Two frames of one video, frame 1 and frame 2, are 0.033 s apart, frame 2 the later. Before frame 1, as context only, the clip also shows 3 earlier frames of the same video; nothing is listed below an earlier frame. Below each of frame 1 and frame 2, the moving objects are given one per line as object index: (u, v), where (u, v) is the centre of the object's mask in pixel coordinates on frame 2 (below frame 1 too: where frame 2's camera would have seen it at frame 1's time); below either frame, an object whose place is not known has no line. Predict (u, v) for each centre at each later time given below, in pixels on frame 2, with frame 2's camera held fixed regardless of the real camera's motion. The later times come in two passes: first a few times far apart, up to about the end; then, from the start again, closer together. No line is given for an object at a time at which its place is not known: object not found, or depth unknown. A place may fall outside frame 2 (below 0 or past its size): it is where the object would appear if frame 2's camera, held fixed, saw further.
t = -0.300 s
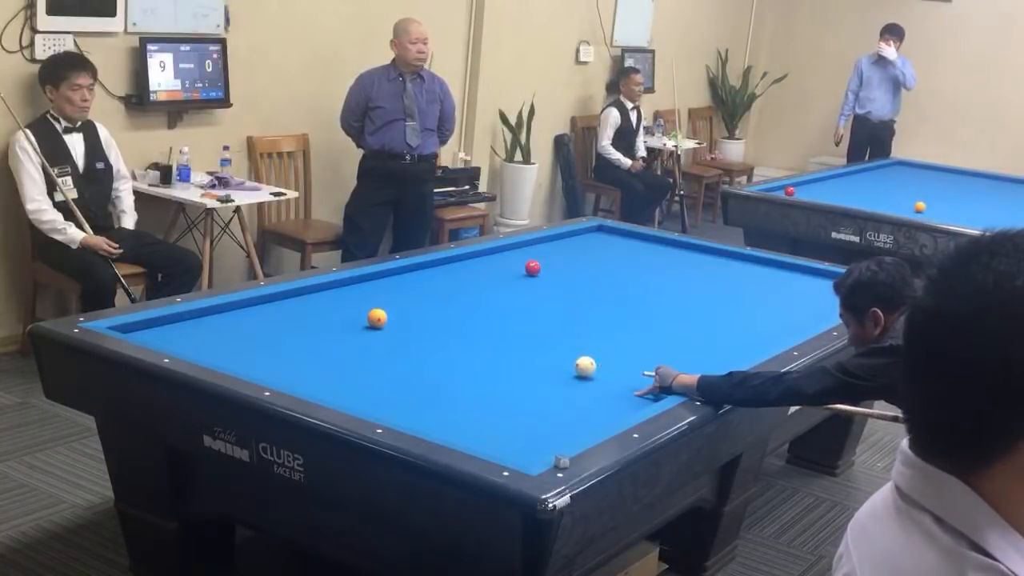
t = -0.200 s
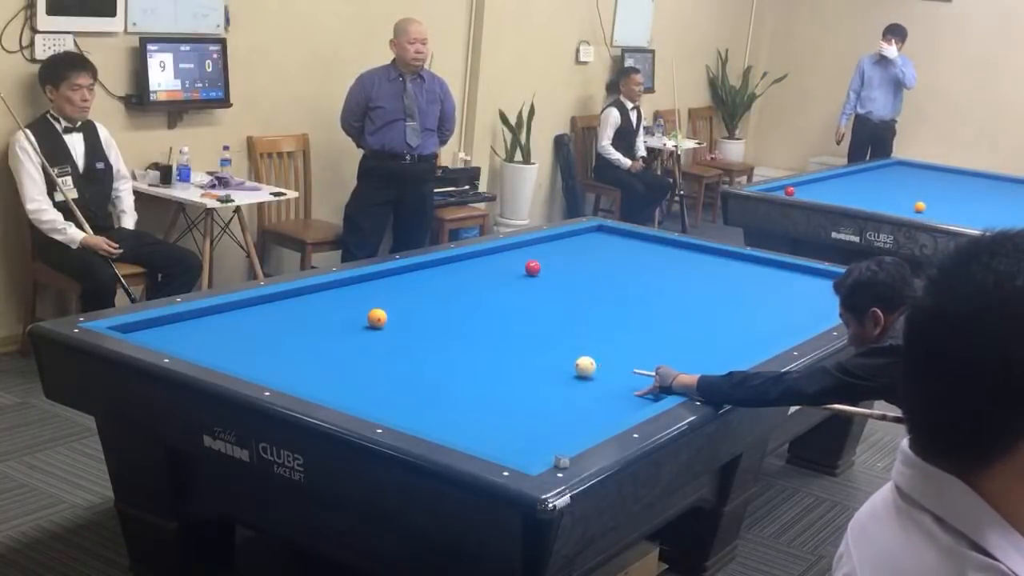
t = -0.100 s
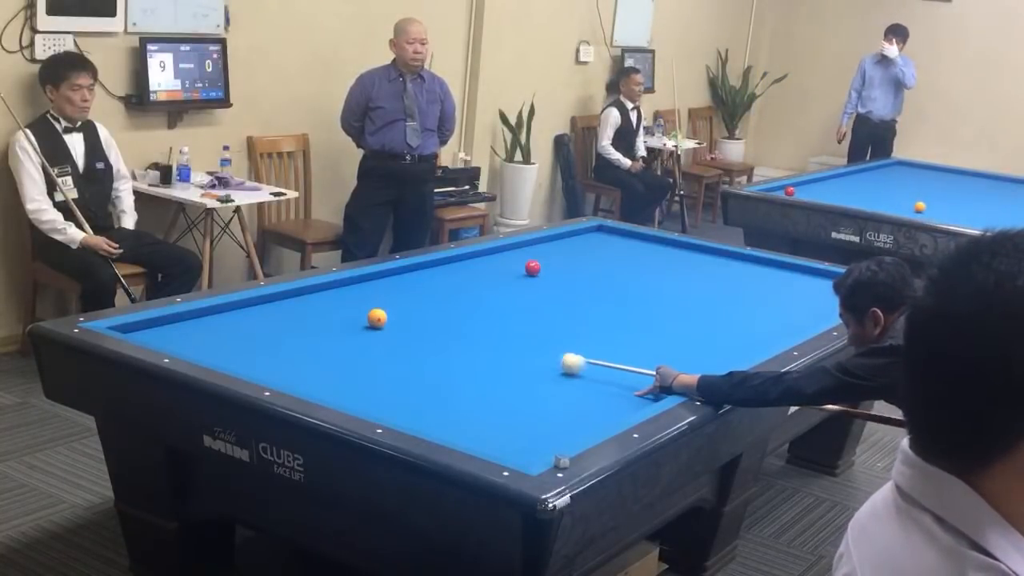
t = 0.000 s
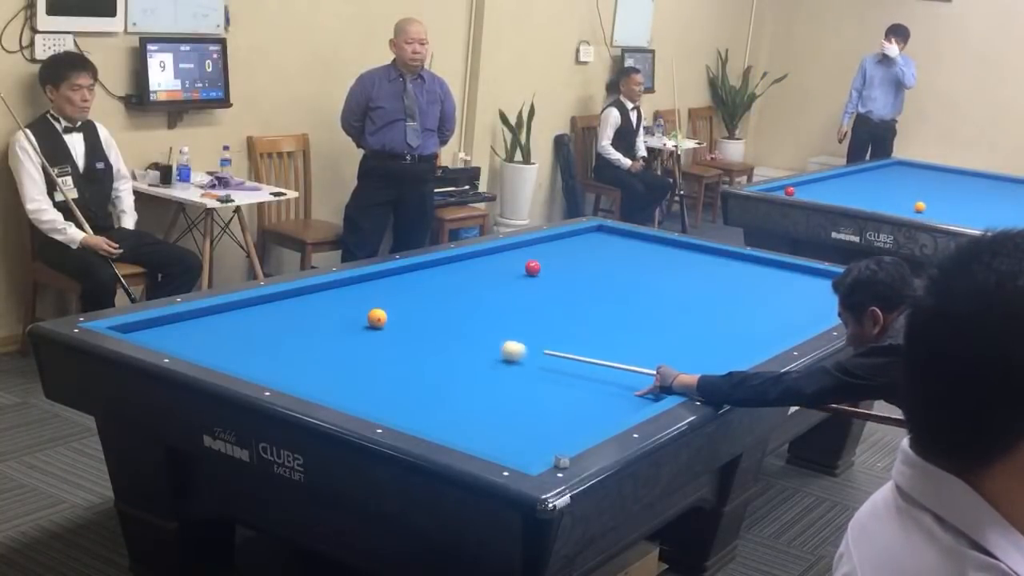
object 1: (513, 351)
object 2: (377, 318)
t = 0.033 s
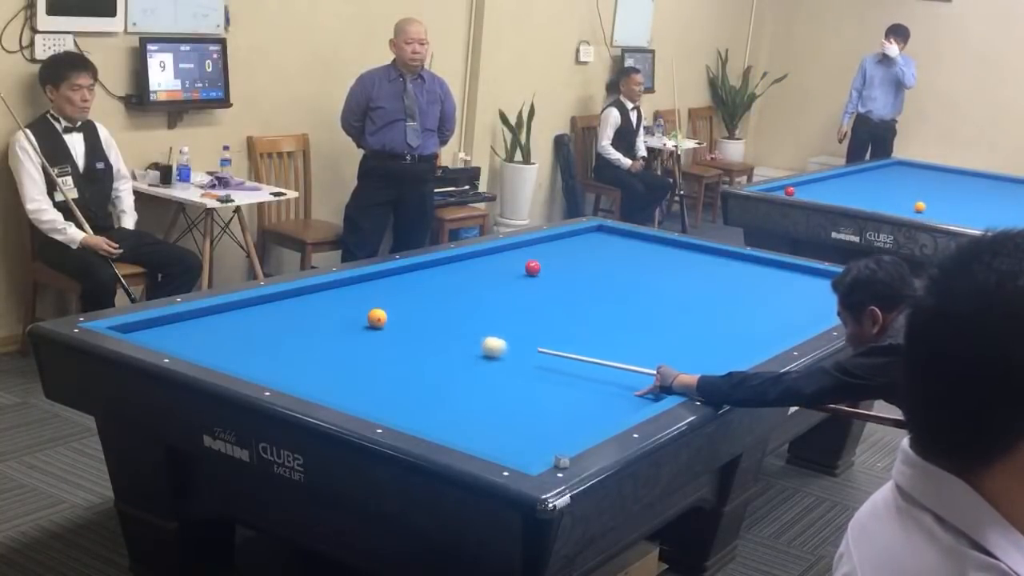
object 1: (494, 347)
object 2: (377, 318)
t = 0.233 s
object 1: (383, 324)
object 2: (374, 315)
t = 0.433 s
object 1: (294, 320)
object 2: (359, 301)
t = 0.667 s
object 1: (194, 315)
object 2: (343, 286)
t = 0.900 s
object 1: (203, 334)
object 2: (366, 285)
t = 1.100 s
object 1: (206, 350)
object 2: (395, 287)
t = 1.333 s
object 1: (243, 360)
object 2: (427, 290)
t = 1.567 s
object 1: (299, 369)
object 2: (458, 292)
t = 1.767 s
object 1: (347, 374)
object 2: (485, 294)
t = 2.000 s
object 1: (401, 380)
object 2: (514, 296)
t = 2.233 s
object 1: (454, 386)
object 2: (543, 299)
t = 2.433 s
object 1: (500, 391)
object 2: (567, 301)
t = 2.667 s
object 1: (551, 397)
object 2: (594, 303)
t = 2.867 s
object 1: (595, 402)
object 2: (617, 305)
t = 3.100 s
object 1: (632, 403)
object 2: (643, 307)
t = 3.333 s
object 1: (621, 393)
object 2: (668, 309)
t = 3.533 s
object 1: (612, 383)
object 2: (690, 311)
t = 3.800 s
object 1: (601, 371)
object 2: (717, 313)
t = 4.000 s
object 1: (594, 363)
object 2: (737, 315)
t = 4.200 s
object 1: (587, 355)
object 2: (756, 316)
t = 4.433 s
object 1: (579, 347)
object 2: (778, 318)
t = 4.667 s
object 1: (572, 339)
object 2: (799, 320)
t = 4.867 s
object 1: (566, 333)
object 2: (816, 319)
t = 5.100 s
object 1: (559, 326)
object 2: (811, 318)
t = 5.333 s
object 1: (554, 320)
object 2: (805, 315)
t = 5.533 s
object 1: (549, 315)
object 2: (800, 313)
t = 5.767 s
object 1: (543, 310)
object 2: (795, 310)
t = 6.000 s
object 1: (539, 304)
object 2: (791, 307)
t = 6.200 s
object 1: (535, 300)
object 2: (787, 306)
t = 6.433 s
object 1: (531, 296)
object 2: (783, 304)
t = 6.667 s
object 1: (527, 291)
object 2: (779, 302)
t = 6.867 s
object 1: (524, 288)
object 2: (776, 300)
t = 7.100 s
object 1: (520, 284)
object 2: (773, 298)
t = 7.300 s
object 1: (517, 281)
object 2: (771, 297)
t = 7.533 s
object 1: (514, 277)
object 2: (768, 296)
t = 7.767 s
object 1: (511, 274)
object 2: (766, 295)
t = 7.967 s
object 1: (509, 272)
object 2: (764, 294)
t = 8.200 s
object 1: (506, 269)
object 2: (762, 293)
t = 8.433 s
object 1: (504, 266)
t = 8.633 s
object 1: (502, 264)
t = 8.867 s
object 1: (499, 262)
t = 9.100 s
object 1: (497, 260)
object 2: (758, 292)
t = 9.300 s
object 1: (495, 259)
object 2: (758, 292)
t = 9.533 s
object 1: (494, 257)
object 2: (758, 292)
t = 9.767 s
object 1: (492, 255)
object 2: (757, 292)
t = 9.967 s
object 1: (491, 254)
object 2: (757, 292)
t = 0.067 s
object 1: (474, 343)
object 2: (377, 318)
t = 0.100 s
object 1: (456, 339)
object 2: (377, 318)
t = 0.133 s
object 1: (437, 335)
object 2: (377, 318)
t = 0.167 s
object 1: (419, 332)
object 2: (377, 318)
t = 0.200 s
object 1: (401, 328)
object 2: (377, 318)
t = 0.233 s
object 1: (383, 324)
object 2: (374, 315)
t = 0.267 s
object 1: (368, 324)
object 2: (375, 311)
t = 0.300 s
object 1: (354, 323)
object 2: (371, 311)
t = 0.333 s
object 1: (339, 322)
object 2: (367, 309)
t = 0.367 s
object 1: (324, 322)
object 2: (364, 306)
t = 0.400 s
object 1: (309, 321)
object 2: (361, 304)
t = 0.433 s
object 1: (294, 320)
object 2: (359, 301)
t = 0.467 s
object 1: (278, 319)
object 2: (357, 299)
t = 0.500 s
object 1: (263, 318)
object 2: (354, 297)
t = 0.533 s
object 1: (248, 317)
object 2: (352, 295)
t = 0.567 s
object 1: (232, 316)
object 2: (350, 293)
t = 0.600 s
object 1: (217, 315)
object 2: (347, 291)
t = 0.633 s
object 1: (201, 314)
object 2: (346, 288)
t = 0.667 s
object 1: (194, 315)
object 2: (343, 286)
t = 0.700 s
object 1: (197, 318)
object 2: (341, 284)
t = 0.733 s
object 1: (199, 321)
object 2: (341, 283)
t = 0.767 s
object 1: (201, 324)
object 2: (346, 283)
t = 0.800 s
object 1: (201, 326)
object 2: (352, 284)
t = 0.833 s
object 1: (202, 329)
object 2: (357, 284)
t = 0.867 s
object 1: (203, 331)
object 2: (362, 285)
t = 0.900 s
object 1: (203, 334)
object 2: (366, 285)
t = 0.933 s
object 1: (204, 337)
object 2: (371, 285)
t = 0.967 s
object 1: (204, 340)
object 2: (376, 286)
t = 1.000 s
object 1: (205, 342)
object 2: (380, 286)
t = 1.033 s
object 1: (205, 346)
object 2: (386, 286)
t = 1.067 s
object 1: (206, 348)
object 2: (390, 287)
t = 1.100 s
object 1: (206, 350)
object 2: (395, 287)
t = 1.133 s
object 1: (207, 352)
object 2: (399, 287)
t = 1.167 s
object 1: (208, 354)
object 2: (404, 288)
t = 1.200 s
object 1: (211, 356)
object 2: (409, 288)
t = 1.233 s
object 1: (219, 357)
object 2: (413, 289)
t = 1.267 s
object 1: (227, 358)
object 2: (418, 289)
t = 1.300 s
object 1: (235, 359)
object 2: (422, 289)
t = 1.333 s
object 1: (243, 360)
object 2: (427, 290)
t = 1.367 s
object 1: (251, 363)
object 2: (432, 290)
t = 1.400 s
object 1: (259, 364)
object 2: (436, 291)
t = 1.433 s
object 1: (267, 365)
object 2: (441, 291)
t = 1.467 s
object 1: (275, 367)
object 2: (445, 291)
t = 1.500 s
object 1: (283, 367)
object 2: (450, 292)
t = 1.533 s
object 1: (291, 368)
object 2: (454, 292)
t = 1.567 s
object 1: (299, 369)
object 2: (458, 292)
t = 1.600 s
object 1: (307, 370)
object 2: (463, 293)
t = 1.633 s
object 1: (315, 371)
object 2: (467, 293)
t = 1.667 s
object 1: (323, 372)
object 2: (472, 293)
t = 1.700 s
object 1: (331, 372)
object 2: (476, 294)
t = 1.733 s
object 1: (339, 373)
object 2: (480, 294)
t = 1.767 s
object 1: (347, 374)
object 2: (485, 294)
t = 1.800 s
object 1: (354, 375)
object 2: (489, 295)
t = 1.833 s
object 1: (362, 376)
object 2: (493, 295)
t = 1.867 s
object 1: (370, 377)
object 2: (498, 295)
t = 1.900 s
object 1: (378, 377)
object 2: (501, 296)
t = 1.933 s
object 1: (385, 378)
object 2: (506, 296)
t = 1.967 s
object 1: (393, 379)
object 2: (510, 296)
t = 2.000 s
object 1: (401, 380)
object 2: (514, 296)
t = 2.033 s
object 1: (409, 381)
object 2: (519, 297)
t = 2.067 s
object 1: (416, 381)
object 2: (522, 297)
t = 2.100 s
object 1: (424, 382)
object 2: (526, 298)
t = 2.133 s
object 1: (431, 383)
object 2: (531, 298)
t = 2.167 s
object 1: (439, 384)
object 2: (535, 298)
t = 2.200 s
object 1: (447, 385)
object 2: (539, 299)
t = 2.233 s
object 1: (454, 386)
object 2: (543, 299)
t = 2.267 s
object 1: (462, 387)
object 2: (547, 299)
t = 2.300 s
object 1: (469, 388)
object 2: (551, 300)
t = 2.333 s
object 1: (477, 389)
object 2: (555, 300)
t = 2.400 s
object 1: (492, 390)
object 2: (563, 301)
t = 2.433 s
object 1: (500, 391)
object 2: (567, 301)
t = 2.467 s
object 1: (507, 392)
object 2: (571, 301)
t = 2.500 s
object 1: (514, 393)
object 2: (575, 302)
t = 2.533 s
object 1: (522, 393)
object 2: (579, 302)
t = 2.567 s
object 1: (529, 395)
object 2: (583, 302)
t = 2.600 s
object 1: (537, 395)
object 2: (587, 302)
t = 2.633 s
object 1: (544, 397)
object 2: (591, 303)
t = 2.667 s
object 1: (551, 397)
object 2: (594, 303)
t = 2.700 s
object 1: (559, 398)
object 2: (598, 304)
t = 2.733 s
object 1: (566, 399)
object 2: (602, 304)
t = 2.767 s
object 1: (573, 400)
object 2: (606, 304)
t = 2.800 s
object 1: (581, 401)
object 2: (610, 305)
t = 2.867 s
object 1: (595, 402)
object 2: (617, 305)
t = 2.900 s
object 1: (602, 403)
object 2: (621, 306)
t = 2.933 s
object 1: (610, 404)
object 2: (625, 306)
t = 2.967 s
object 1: (616, 404)
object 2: (628, 306)
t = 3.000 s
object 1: (624, 405)
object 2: (632, 306)
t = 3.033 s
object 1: (630, 404)
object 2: (636, 307)
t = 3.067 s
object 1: (634, 404)
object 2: (639, 307)
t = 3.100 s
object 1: (632, 403)
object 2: (643, 307)
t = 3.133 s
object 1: (630, 402)
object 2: (647, 307)
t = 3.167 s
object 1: (629, 401)
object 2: (651, 308)
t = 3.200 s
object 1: (627, 399)
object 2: (654, 308)
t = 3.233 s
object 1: (626, 398)
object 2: (658, 308)
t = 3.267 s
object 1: (624, 396)
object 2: (661, 308)
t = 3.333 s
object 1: (621, 393)
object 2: (668, 309)
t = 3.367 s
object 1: (620, 391)
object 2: (672, 309)
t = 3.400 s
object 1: (618, 389)
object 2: (676, 310)
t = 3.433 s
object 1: (616, 387)
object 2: (679, 310)
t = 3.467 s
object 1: (615, 386)
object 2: (683, 310)
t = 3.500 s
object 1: (614, 384)
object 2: (686, 311)
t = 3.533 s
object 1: (612, 383)
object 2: (690, 311)
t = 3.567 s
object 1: (611, 381)
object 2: (693, 311)
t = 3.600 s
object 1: (610, 380)
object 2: (696, 311)
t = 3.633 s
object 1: (608, 378)
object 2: (700, 312)
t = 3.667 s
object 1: (607, 377)
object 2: (703, 312)
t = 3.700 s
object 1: (605, 375)
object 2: (707, 312)
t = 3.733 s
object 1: (604, 374)
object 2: (710, 312)
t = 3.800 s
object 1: (601, 371)
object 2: (717, 313)
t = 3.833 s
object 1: (600, 370)
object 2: (720, 313)
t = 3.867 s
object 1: (599, 369)
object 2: (723, 314)
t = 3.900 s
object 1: (598, 367)
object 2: (727, 314)
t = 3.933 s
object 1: (596, 365)
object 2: (730, 314)
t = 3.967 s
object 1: (595, 364)
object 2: (733, 314)
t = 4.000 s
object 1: (594, 363)
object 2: (737, 315)
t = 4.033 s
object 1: (593, 362)
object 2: (740, 315)
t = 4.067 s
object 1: (592, 361)
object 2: (743, 315)
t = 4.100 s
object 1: (590, 359)
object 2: (746, 315)
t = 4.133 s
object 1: (589, 358)
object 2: (750, 316)
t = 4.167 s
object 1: (588, 357)
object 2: (753, 316)
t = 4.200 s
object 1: (587, 355)
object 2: (756, 316)
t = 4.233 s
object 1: (585, 354)
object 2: (759, 316)
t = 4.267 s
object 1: (585, 353)
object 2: (762, 316)
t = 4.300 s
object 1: (583, 352)
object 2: (765, 317)
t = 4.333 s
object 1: (582, 351)
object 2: (769, 317)
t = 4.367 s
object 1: (581, 349)
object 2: (772, 317)
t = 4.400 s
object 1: (580, 348)
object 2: (775, 318)
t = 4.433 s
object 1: (579, 347)
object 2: (778, 318)
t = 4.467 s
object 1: (578, 346)
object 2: (781, 318)
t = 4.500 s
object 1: (577, 345)
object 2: (784, 318)
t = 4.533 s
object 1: (576, 344)
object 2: (787, 319)
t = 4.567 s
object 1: (575, 343)
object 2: (790, 319)
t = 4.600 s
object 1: (574, 342)
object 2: (793, 319)
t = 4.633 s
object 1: (573, 340)
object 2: (795, 319)
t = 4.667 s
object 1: (572, 339)
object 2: (799, 320)
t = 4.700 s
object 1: (571, 338)
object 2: (802, 320)
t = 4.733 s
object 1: (570, 337)
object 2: (805, 320)
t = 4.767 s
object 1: (569, 336)
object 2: (807, 320)
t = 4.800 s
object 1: (568, 335)
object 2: (810, 320)
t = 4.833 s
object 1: (567, 334)
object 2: (813, 320)
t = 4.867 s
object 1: (566, 333)
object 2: (816, 319)
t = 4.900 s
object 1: (565, 332)
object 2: (816, 319)
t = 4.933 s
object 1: (564, 331)
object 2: (815, 319)
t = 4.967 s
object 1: (563, 330)
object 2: (814, 319)
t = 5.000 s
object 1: (562, 329)
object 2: (813, 318)
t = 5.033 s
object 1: (561, 328)
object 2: (813, 318)
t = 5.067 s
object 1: (560, 327)
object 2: (812, 318)
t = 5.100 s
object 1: (559, 326)
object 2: (811, 318)
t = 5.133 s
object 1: (559, 325)
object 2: (810, 317)
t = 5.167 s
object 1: (558, 324)
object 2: (809, 317)
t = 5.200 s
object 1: (557, 323)
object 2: (809, 317)
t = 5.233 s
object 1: (556, 323)
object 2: (808, 316)
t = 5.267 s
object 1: (555, 322)
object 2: (807, 316)
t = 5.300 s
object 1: (555, 321)
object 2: (806, 315)
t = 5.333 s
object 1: (554, 320)
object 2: (805, 315)
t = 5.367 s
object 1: (553, 319)
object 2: (804, 315)
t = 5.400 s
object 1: (552, 318)
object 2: (804, 314)
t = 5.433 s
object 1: (551, 317)
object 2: (803, 314)
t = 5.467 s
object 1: (550, 317)
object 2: (802, 313)
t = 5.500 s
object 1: (549, 316)
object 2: (801, 313)
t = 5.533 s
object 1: (549, 315)
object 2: (800, 313)
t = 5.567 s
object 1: (548, 314)
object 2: (799, 312)
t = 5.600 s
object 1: (547, 313)
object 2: (799, 312)
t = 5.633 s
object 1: (546, 312)
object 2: (798, 311)
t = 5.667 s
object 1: (546, 312)
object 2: (797, 311)
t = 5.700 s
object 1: (545, 311)
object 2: (796, 311)
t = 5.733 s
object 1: (544, 310)
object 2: (796, 310)
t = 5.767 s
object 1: (543, 310)
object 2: (795, 310)
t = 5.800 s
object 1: (543, 309)
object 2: (794, 309)
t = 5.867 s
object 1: (541, 307)
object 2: (793, 309)
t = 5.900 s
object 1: (541, 307)
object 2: (793, 308)
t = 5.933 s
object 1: (540, 306)
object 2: (792, 308)
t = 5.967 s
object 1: (539, 305)
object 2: (791, 308)
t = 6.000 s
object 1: (539, 304)
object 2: (791, 307)
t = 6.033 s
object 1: (538, 304)
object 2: (790, 307)
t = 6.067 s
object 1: (537, 303)
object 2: (789, 307)
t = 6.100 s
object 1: (537, 302)
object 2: (789, 306)
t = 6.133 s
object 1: (536, 302)
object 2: (788, 306)
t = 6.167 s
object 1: (535, 301)
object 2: (788, 306)
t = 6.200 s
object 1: (535, 300)
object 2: (787, 306)
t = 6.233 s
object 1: (534, 299)
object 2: (786, 305)
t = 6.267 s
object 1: (534, 299)
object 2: (786, 305)
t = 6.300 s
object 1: (533, 298)
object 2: (785, 304)
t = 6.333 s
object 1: (532, 297)
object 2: (784, 304)
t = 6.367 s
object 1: (532, 297)
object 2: (784, 304)
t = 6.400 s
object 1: (531, 296)
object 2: (783, 304)
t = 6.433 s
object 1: (531, 296)
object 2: (783, 304)
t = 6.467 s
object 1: (530, 295)
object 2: (782, 303)
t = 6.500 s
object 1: (529, 294)
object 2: (782, 303)
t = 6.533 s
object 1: (529, 294)
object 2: (781, 303)
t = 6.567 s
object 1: (528, 293)
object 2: (781, 302)
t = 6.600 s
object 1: (528, 292)
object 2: (780, 302)
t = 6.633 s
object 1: (527, 291)
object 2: (780, 302)
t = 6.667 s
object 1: (527, 291)
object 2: (779, 302)
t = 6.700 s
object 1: (526, 291)
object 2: (779, 301)
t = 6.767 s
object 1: (525, 290)
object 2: (778, 301)
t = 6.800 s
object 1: (525, 289)
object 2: (777, 301)
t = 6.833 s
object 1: (524, 288)
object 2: (777, 300)
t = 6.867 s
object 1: (524, 288)
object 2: (776, 300)
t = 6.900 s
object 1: (523, 287)
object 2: (776, 300)
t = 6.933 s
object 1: (522, 287)
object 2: (775, 300)
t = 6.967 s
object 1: (522, 286)
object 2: (775, 299)
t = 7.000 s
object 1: (521, 285)
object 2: (775, 299)
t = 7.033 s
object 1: (521, 285)
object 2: (774, 299)
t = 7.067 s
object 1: (520, 284)
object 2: (774, 298)
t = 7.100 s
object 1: (520, 284)
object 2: (773, 298)
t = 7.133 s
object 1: (519, 283)
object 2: (773, 298)
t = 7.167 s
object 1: (519, 283)
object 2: (772, 298)
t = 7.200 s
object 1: (519, 282)
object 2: (772, 298)
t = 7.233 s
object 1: (518, 282)
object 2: (771, 298)
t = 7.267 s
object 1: (518, 281)
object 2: (771, 297)
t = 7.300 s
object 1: (517, 281)
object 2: (771, 297)
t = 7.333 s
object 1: (517, 280)
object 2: (770, 297)
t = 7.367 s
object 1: (516, 280)
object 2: (770, 297)
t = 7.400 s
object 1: (516, 280)
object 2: (770, 297)
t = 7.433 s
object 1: (516, 279)
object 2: (769, 296)
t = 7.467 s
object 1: (515, 278)
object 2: (769, 296)
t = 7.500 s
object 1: (515, 278)
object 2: (768, 296)
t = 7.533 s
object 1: (514, 277)
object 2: (768, 296)
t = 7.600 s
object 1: (514, 276)
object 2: (767, 296)
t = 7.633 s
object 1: (513, 276)
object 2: (767, 296)
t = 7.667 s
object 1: (513, 276)
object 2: (767, 296)
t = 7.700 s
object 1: (512, 275)
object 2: (767, 295)
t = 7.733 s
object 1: (512, 275)
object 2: (766, 295)
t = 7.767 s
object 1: (511, 274)
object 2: (766, 295)
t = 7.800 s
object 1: (511, 274)
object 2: (766, 295)
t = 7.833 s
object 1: (510, 273)
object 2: (766, 295)
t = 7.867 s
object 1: (510, 273)
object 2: (765, 295)
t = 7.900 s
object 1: (510, 273)
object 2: (765, 295)
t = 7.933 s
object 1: (509, 272)
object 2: (765, 294)
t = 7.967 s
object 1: (509, 272)
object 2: (764, 294)
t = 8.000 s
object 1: (509, 272)
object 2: (764, 294)
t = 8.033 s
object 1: (508, 271)
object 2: (764, 294)
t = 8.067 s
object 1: (507, 271)
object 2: (764, 294)
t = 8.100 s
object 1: (507, 270)
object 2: (763, 294)
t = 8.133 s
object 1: (507, 270)
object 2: (763, 294)
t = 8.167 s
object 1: (507, 270)
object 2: (763, 293)
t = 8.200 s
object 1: (506, 269)
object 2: (762, 293)
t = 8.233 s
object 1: (506, 269)
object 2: (762, 293)
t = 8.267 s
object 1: (505, 268)
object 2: (762, 293)
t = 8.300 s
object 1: (505, 268)
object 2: (761, 292)
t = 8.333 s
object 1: (505, 268)
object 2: (759, 291)
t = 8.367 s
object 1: (505, 267)
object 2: (756, 290)
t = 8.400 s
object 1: (504, 267)
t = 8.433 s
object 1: (504, 266)
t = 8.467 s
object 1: (504, 266)
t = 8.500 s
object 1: (503, 266)
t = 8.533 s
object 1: (503, 265)
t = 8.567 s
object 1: (503, 265)
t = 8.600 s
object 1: (502, 265)
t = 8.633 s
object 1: (502, 264)
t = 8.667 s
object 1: (502, 264)
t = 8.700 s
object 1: (501, 264)
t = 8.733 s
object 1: (501, 263)
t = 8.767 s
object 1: (500, 263)
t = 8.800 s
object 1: (500, 263)
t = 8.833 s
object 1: (500, 263)
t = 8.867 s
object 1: (499, 262)
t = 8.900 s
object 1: (499, 262)
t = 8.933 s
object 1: (499, 261)
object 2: (754, 289)
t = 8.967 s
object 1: (498, 261)
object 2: (757, 290)
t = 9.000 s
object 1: (498, 261)
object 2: (758, 291)
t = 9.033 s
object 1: (498, 261)
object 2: (758, 292)
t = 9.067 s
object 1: (498, 260)
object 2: (758, 292)
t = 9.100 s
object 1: (497, 260)
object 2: (758, 292)
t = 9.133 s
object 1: (497, 260)
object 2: (758, 292)
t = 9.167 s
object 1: (497, 260)
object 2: (758, 292)
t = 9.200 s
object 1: (496, 259)
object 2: (758, 292)
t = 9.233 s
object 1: (496, 259)
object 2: (758, 292)
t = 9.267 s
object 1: (496, 259)
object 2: (758, 292)
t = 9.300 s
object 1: (495, 259)
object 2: (758, 292)
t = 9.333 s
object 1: (495, 258)
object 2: (758, 292)
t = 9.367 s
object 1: (495, 258)
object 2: (758, 292)
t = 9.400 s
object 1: (495, 258)
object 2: (758, 292)
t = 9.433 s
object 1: (494, 258)
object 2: (758, 292)
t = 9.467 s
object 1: (494, 257)
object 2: (758, 292)
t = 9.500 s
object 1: (494, 257)
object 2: (758, 292)
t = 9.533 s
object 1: (494, 257)
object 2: (758, 292)
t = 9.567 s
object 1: (494, 257)
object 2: (758, 292)
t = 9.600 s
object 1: (494, 256)
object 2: (758, 292)
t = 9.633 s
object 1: (493, 256)
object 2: (757, 292)
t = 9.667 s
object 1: (493, 256)
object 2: (757, 292)
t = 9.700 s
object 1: (493, 256)
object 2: (757, 292)
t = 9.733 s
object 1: (492, 255)
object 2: (757, 292)
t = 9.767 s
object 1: (492, 255)
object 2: (757, 292)
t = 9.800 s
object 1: (492, 255)
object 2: (757, 292)
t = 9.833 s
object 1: (492, 255)
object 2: (757, 292)
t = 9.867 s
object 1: (491, 254)
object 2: (757, 292)
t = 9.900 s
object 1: (491, 254)
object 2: (757, 292)
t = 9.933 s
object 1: (491, 254)
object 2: (757, 292)
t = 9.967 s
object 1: (491, 254)
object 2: (757, 292)
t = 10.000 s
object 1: (491, 254)
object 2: (757, 292)
